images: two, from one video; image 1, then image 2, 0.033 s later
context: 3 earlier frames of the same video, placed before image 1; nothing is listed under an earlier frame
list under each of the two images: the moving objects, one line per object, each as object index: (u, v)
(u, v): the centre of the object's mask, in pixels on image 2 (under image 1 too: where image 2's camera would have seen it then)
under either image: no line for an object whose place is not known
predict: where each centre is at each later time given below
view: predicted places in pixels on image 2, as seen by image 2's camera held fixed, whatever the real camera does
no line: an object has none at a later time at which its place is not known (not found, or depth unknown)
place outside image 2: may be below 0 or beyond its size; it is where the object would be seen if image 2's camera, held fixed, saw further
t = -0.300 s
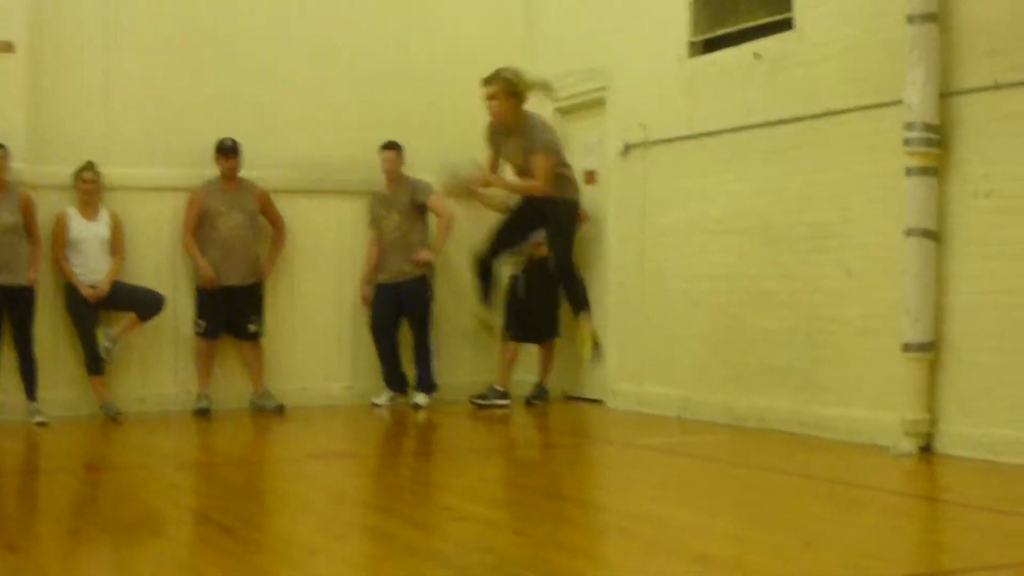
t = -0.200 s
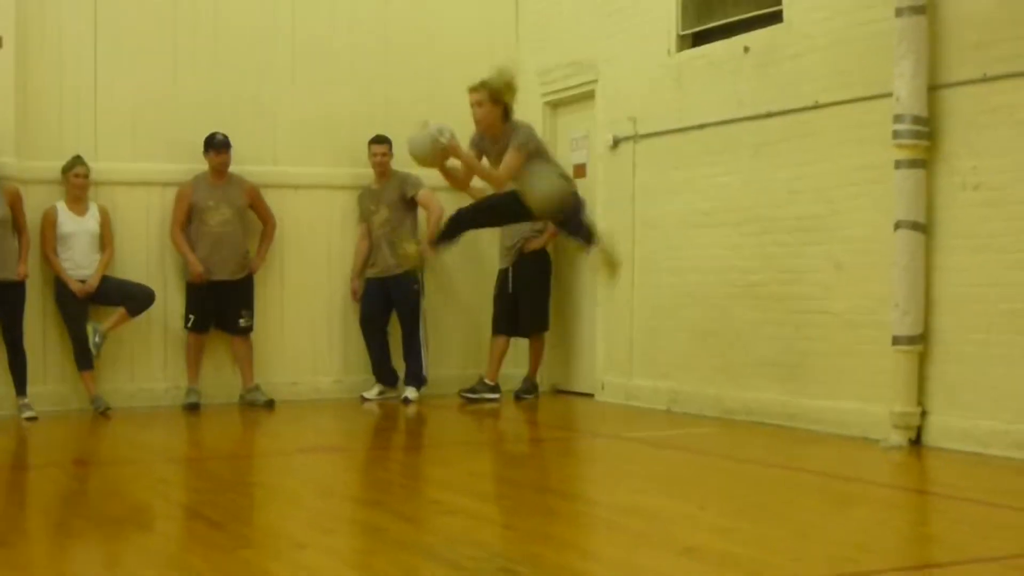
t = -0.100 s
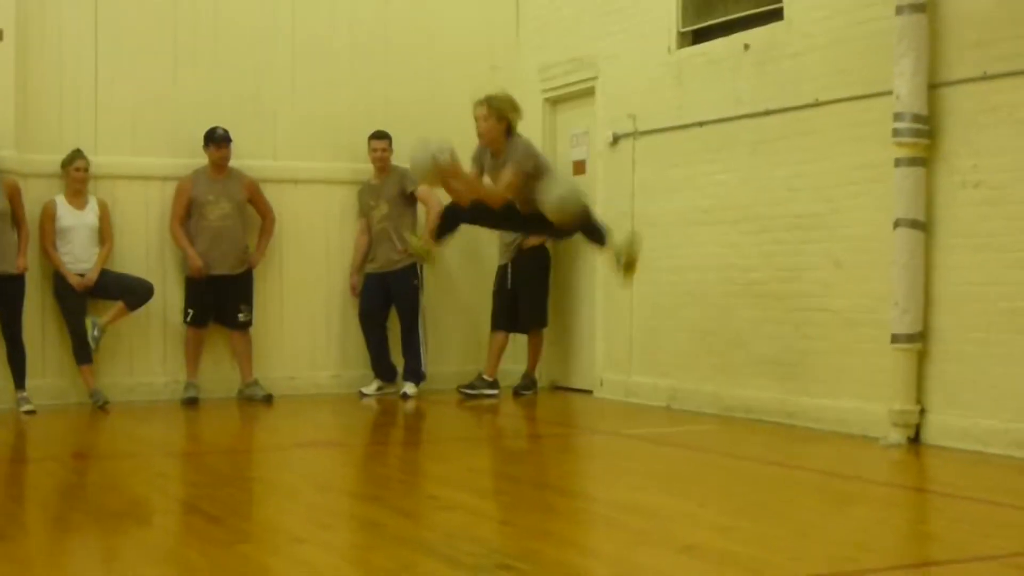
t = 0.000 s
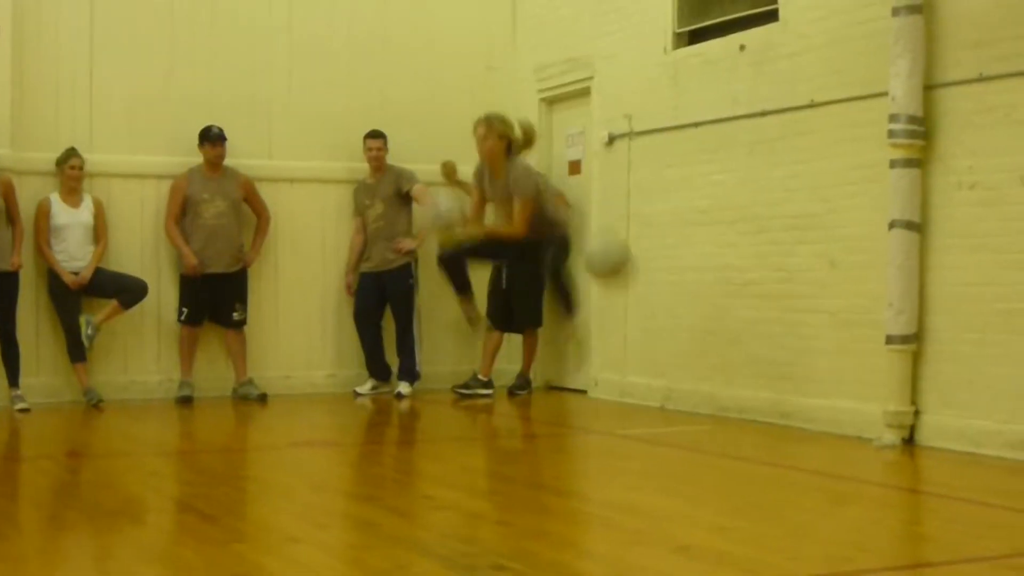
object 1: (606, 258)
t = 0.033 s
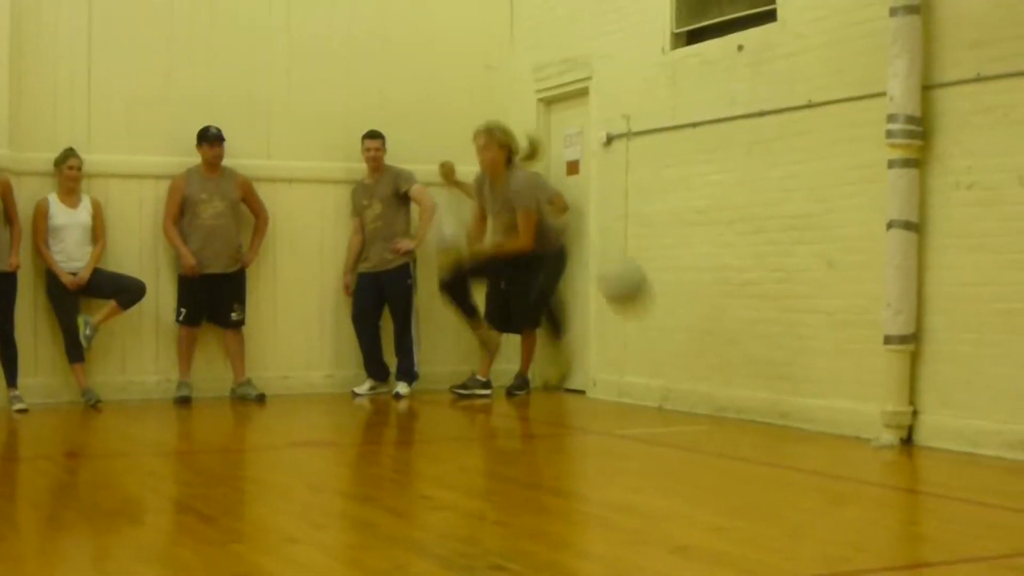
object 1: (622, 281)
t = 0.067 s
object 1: (642, 309)
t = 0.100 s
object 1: (661, 340)
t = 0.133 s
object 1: (677, 371)
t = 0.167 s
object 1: (699, 409)
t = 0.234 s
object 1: (724, 412)
